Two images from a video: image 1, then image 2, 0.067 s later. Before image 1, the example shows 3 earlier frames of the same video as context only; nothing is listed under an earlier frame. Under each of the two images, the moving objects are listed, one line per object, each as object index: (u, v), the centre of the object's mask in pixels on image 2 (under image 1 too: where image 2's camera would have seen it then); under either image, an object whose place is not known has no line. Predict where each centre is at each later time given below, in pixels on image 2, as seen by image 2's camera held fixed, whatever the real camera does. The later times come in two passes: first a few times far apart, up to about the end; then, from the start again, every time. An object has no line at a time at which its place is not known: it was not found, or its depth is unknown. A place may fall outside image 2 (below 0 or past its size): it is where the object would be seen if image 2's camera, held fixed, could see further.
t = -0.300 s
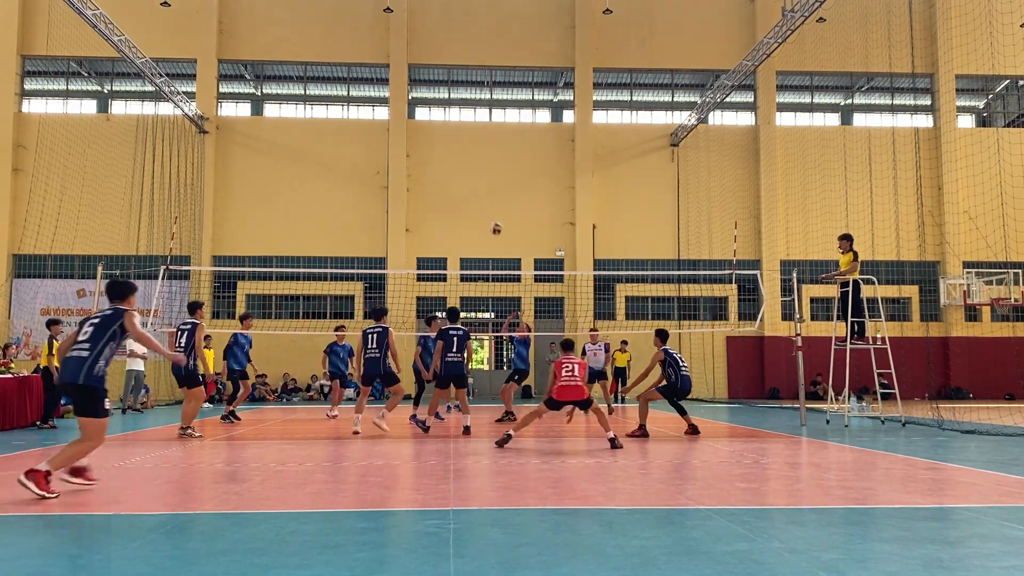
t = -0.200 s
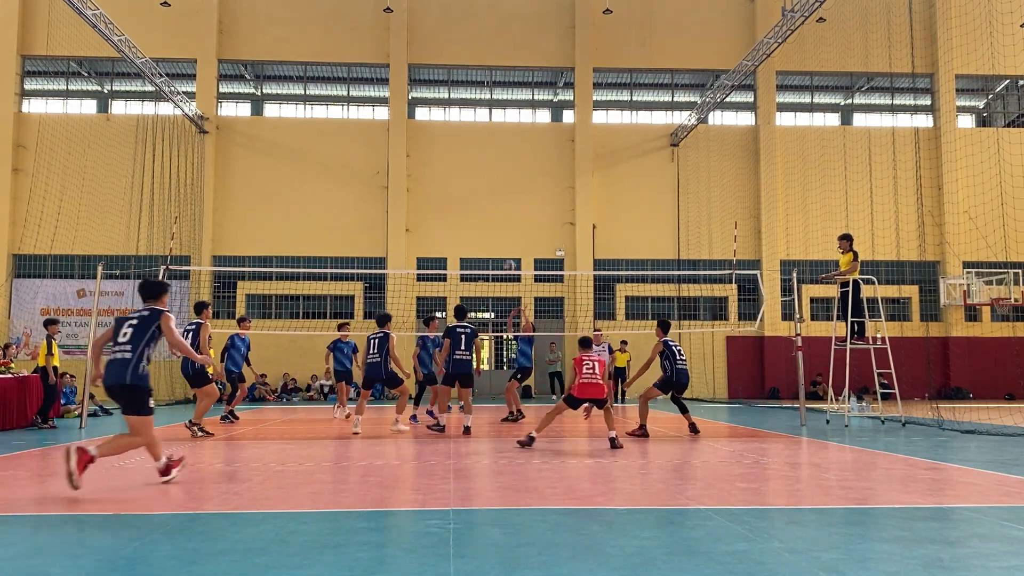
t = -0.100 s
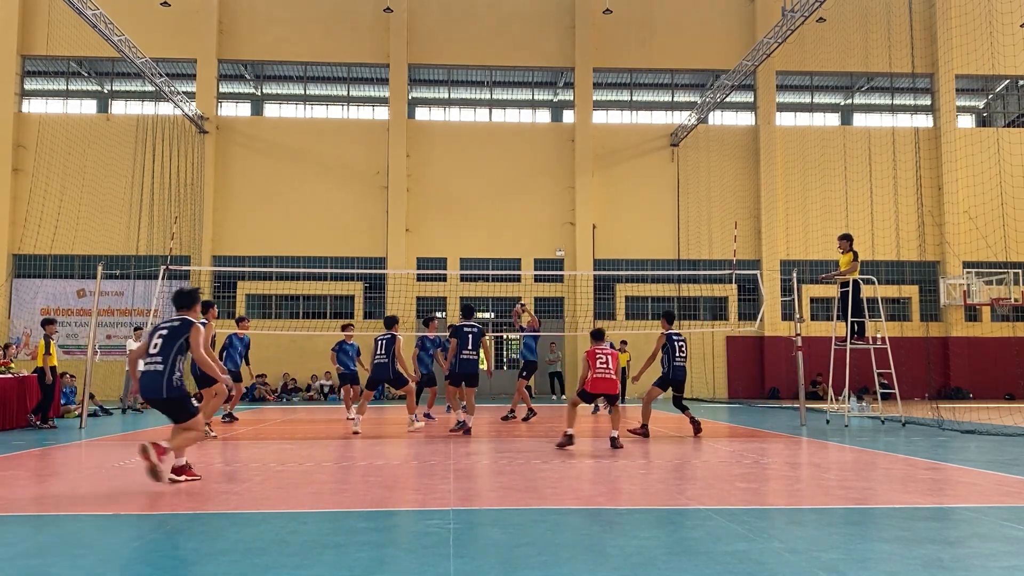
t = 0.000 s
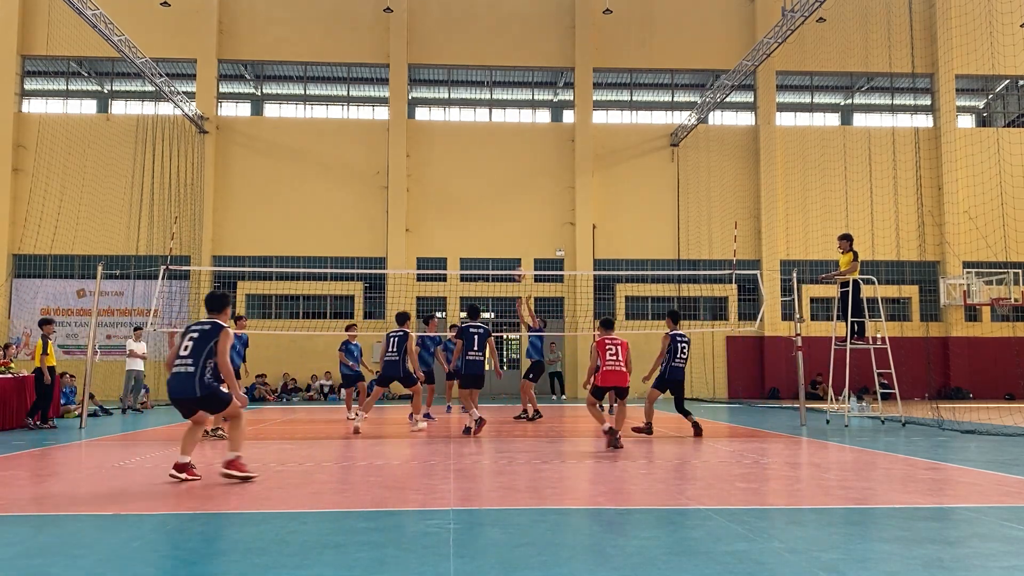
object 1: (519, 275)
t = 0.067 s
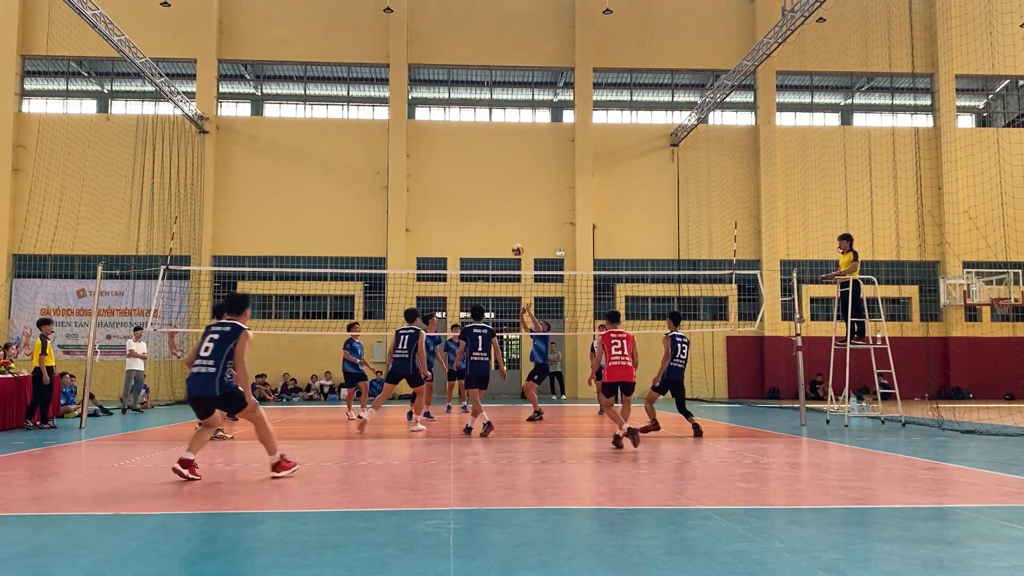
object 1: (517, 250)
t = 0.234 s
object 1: (512, 202)
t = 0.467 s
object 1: (506, 163)
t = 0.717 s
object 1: (499, 154)
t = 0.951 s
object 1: (492, 176)
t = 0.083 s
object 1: (517, 244)
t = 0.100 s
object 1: (517, 239)
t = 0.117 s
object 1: (516, 234)
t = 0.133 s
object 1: (516, 228)
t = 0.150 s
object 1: (515, 224)
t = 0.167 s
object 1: (515, 219)
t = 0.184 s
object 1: (514, 215)
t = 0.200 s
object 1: (514, 210)
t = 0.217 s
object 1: (513, 206)
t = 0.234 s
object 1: (512, 202)
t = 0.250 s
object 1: (512, 198)
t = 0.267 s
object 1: (511, 194)
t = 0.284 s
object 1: (510, 190)
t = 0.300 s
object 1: (510, 187)
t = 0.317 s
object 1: (509, 184)
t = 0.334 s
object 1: (509, 181)
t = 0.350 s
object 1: (509, 178)
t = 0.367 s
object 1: (508, 176)
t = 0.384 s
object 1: (508, 173)
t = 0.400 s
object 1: (508, 171)
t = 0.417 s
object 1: (507, 168)
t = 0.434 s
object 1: (507, 166)
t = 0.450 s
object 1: (506, 164)
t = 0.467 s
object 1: (506, 163)
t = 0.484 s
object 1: (505, 161)
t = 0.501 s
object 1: (505, 160)
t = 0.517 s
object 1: (504, 158)
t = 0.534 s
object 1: (504, 157)
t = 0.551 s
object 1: (503, 156)
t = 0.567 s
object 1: (503, 155)
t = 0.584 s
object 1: (502, 155)
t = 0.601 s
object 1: (502, 154)
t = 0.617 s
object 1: (501, 154)
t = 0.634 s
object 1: (501, 154)
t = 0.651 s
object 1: (500, 153)
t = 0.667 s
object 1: (500, 153)
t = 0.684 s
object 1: (499, 154)
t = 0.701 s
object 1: (499, 154)
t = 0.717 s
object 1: (499, 154)
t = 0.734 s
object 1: (498, 155)
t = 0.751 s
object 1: (498, 156)
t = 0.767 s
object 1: (497, 157)
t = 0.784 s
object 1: (496, 158)
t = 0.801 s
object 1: (496, 159)
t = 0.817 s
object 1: (495, 160)
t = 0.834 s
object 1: (495, 162)
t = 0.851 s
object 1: (495, 164)
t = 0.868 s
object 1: (494, 165)
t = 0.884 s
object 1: (494, 167)
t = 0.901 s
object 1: (494, 169)
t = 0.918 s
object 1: (493, 171)
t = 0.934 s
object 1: (493, 174)
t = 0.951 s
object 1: (492, 176)
